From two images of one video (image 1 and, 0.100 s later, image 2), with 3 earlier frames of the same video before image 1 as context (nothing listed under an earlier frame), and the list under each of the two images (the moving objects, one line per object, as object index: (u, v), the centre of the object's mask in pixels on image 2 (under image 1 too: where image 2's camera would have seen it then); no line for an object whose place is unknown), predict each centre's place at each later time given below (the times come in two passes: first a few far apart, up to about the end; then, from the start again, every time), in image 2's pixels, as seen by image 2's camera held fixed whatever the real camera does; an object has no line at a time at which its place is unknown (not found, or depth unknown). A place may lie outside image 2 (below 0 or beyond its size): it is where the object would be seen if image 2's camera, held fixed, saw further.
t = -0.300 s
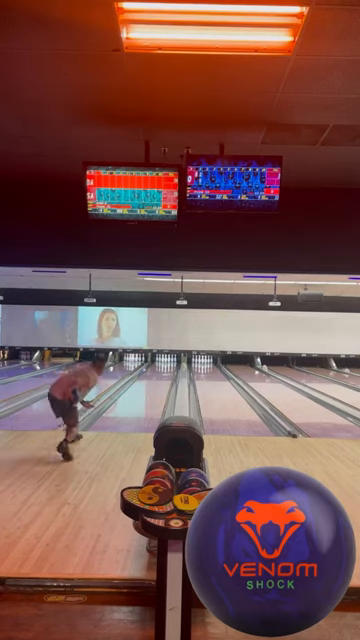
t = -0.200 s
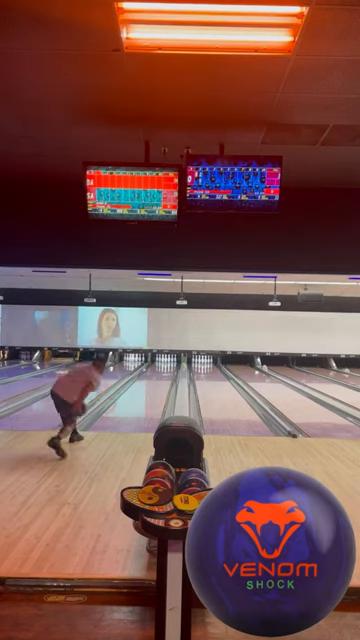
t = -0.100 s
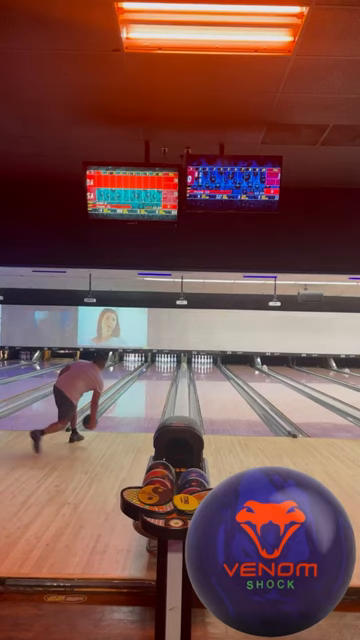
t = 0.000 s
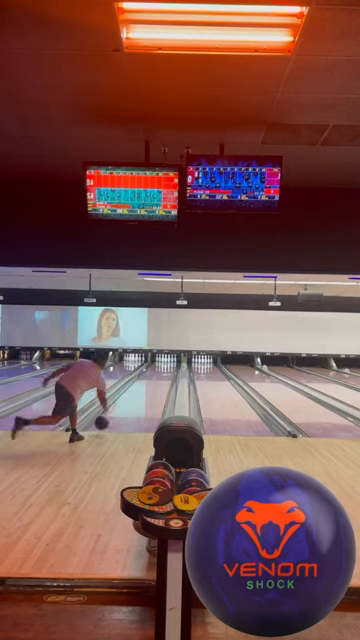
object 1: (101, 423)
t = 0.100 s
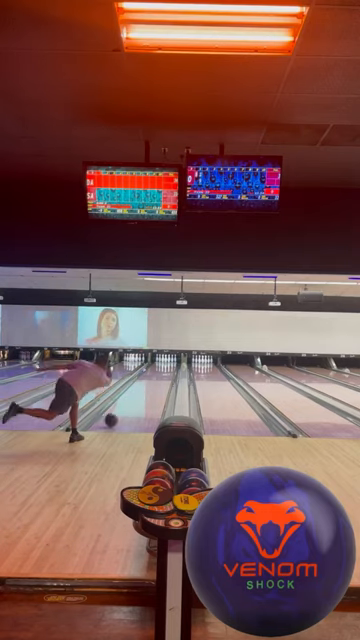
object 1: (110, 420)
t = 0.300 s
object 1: (125, 408)
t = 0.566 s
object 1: (139, 396)
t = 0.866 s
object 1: (150, 387)
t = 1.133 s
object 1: (156, 381)
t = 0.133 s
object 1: (113, 417)
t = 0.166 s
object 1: (116, 416)
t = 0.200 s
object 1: (118, 413)
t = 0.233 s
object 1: (121, 411)
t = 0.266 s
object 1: (123, 409)
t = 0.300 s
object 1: (125, 408)
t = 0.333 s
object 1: (127, 406)
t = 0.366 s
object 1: (129, 404)
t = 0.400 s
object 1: (131, 403)
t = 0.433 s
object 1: (133, 401)
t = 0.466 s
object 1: (135, 400)
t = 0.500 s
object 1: (136, 398)
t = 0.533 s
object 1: (138, 397)
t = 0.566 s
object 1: (139, 396)
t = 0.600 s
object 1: (141, 395)
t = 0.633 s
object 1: (142, 393)
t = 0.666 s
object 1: (143, 392)
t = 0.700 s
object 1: (145, 391)
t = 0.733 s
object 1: (146, 390)
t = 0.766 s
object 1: (147, 389)
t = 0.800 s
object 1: (148, 389)
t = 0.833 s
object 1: (149, 388)
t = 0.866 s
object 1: (150, 387)
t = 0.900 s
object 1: (151, 386)
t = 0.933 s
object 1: (152, 385)
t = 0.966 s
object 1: (153, 384)
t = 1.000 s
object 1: (154, 384)
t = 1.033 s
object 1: (155, 383)
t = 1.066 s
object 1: (155, 382)
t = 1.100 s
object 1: (156, 382)
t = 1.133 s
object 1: (156, 381)
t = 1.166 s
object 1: (157, 380)
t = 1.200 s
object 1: (158, 380)
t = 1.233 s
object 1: (159, 379)
